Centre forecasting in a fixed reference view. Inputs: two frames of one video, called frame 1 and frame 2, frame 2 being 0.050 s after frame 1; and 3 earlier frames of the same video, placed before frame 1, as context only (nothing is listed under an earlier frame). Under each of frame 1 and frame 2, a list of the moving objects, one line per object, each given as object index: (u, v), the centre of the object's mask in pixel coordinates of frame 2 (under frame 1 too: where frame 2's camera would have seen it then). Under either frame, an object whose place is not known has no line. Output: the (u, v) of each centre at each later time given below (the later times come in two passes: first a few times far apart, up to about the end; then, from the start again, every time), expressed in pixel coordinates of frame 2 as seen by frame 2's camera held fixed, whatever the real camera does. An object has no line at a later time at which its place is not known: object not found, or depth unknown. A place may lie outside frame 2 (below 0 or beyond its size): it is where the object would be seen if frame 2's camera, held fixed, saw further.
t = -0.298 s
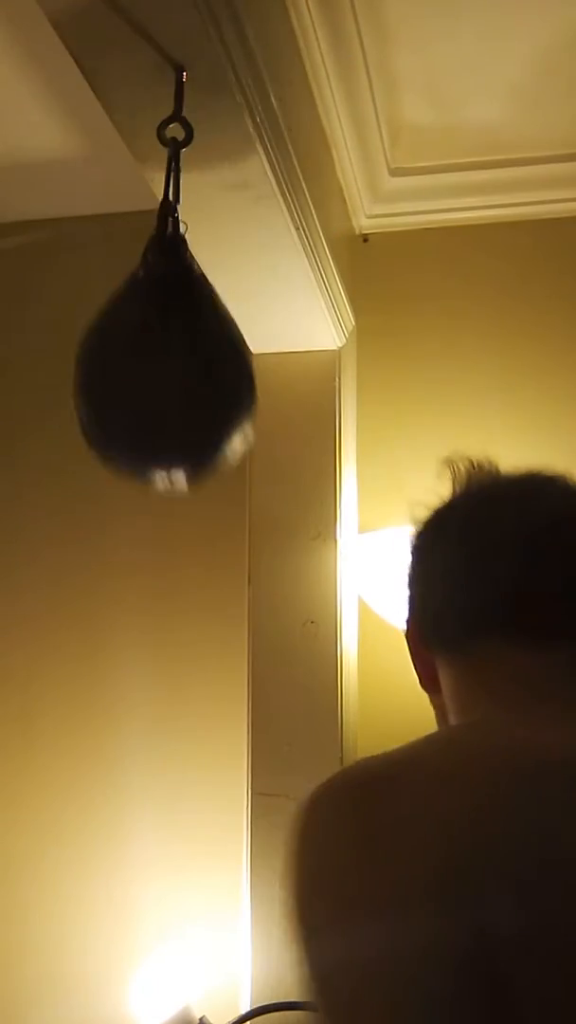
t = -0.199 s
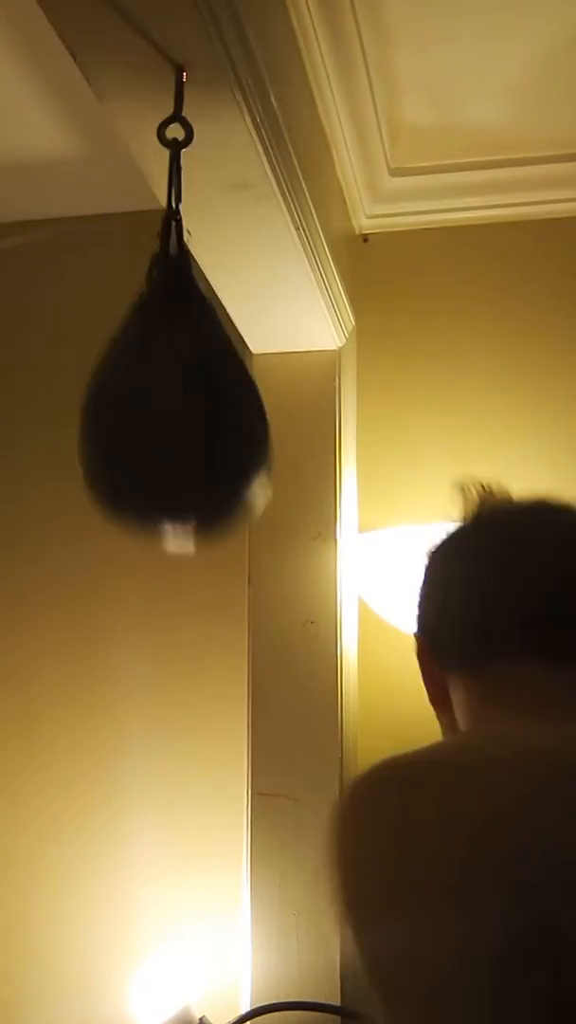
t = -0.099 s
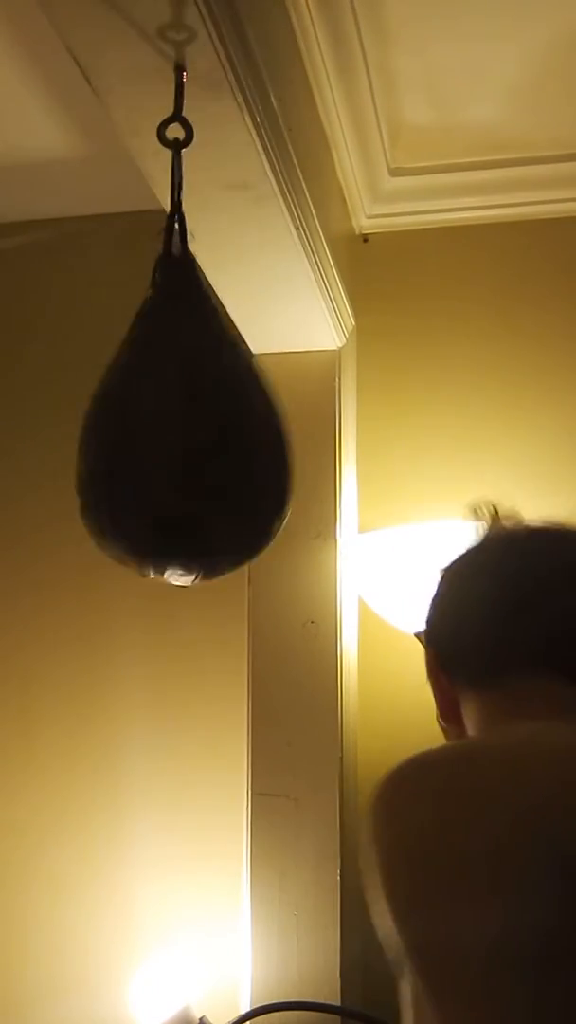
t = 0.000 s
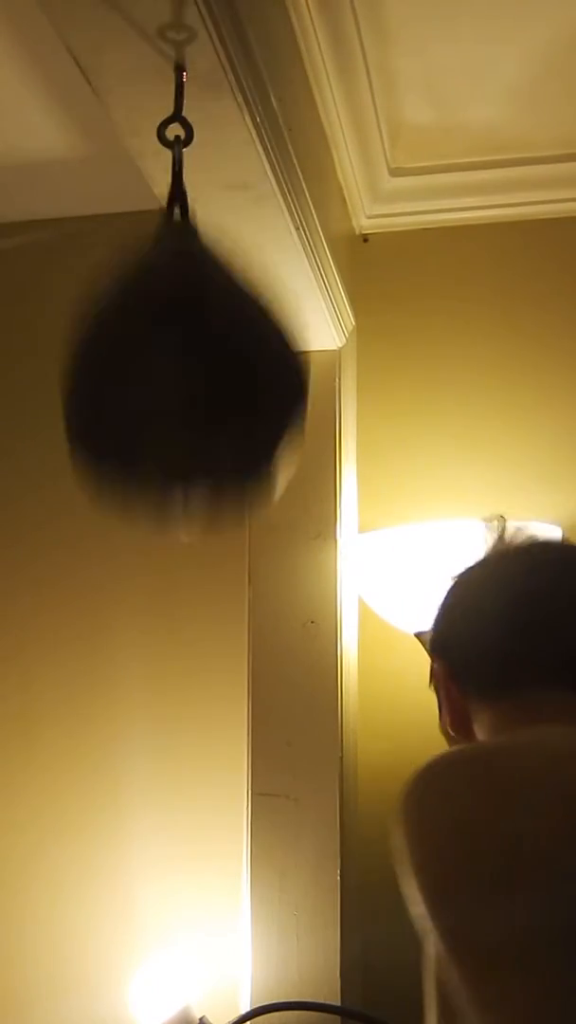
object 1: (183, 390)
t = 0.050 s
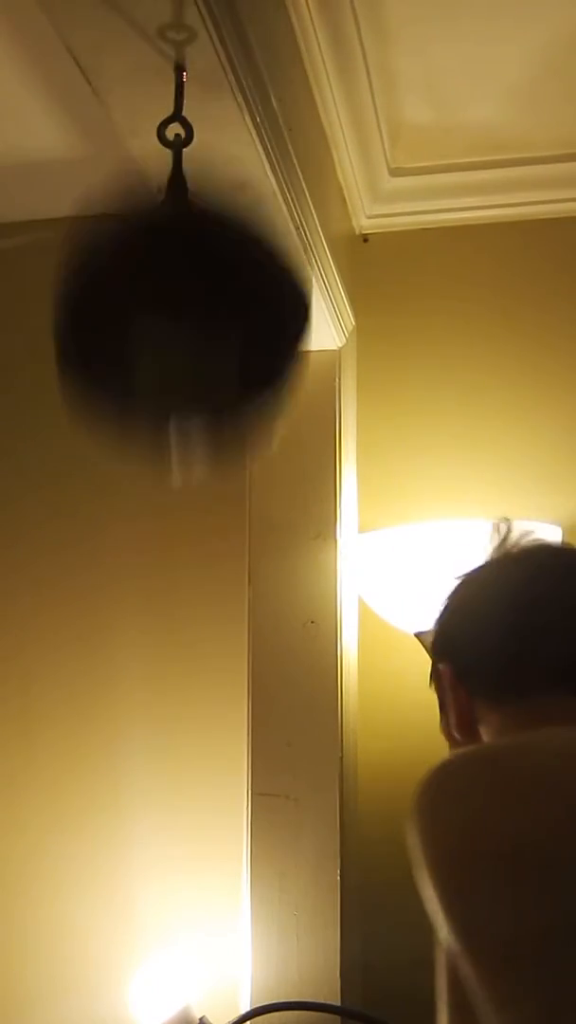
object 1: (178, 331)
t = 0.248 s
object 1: (160, 178)
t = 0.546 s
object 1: (165, 440)
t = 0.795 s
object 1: (190, 381)
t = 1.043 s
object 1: (184, 437)
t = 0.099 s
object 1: (174, 254)
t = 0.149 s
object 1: (173, 196)
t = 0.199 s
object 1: (165, 170)
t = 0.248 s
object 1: (160, 178)
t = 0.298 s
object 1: (151, 227)
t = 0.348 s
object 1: (146, 295)
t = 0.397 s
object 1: (146, 362)
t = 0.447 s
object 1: (153, 408)
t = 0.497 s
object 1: (158, 435)
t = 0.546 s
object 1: (165, 440)
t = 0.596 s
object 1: (171, 428)
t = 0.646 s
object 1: (178, 410)
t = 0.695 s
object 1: (182, 391)
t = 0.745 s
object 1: (187, 381)
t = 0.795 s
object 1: (190, 381)
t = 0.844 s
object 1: (193, 391)
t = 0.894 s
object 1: (194, 408)
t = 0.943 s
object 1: (194, 426)
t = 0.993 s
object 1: (190, 438)
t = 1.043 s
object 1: (184, 437)
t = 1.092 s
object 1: (174, 417)
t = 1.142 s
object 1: (162, 379)
